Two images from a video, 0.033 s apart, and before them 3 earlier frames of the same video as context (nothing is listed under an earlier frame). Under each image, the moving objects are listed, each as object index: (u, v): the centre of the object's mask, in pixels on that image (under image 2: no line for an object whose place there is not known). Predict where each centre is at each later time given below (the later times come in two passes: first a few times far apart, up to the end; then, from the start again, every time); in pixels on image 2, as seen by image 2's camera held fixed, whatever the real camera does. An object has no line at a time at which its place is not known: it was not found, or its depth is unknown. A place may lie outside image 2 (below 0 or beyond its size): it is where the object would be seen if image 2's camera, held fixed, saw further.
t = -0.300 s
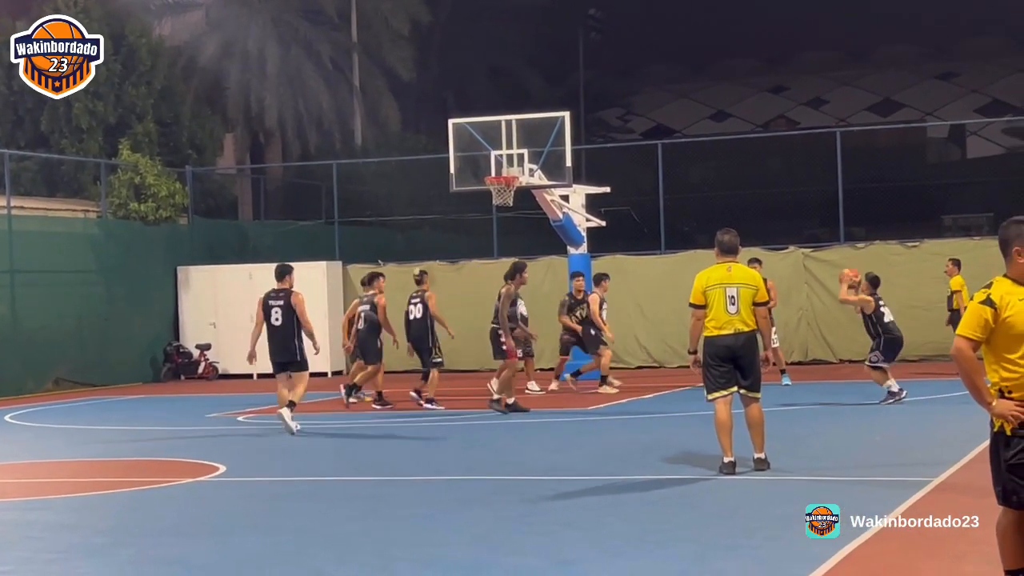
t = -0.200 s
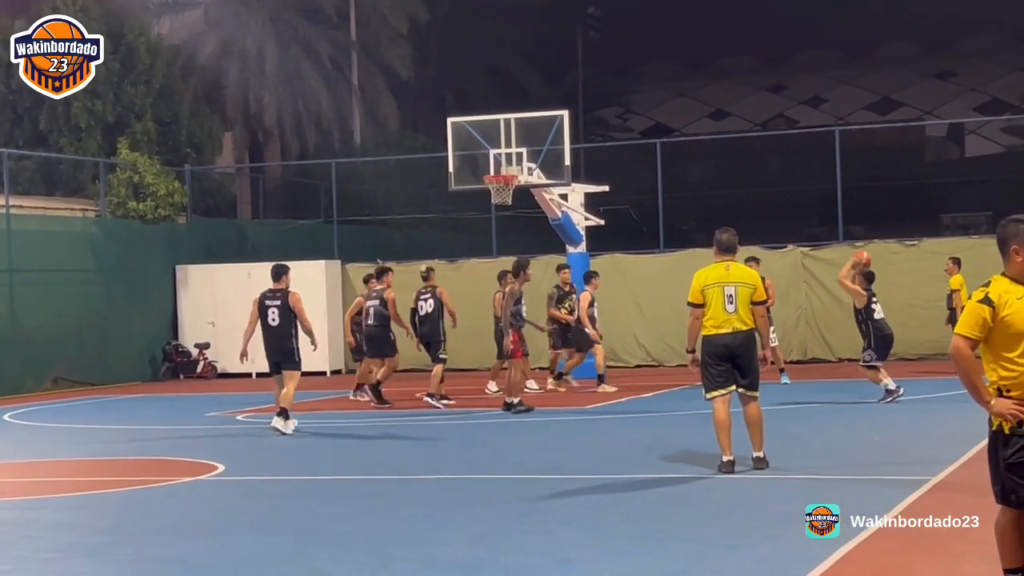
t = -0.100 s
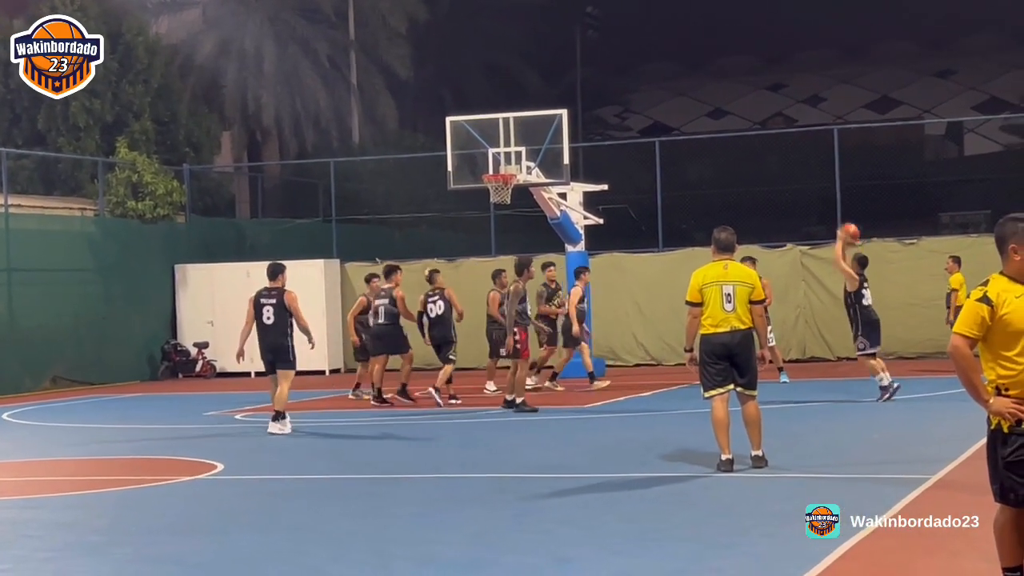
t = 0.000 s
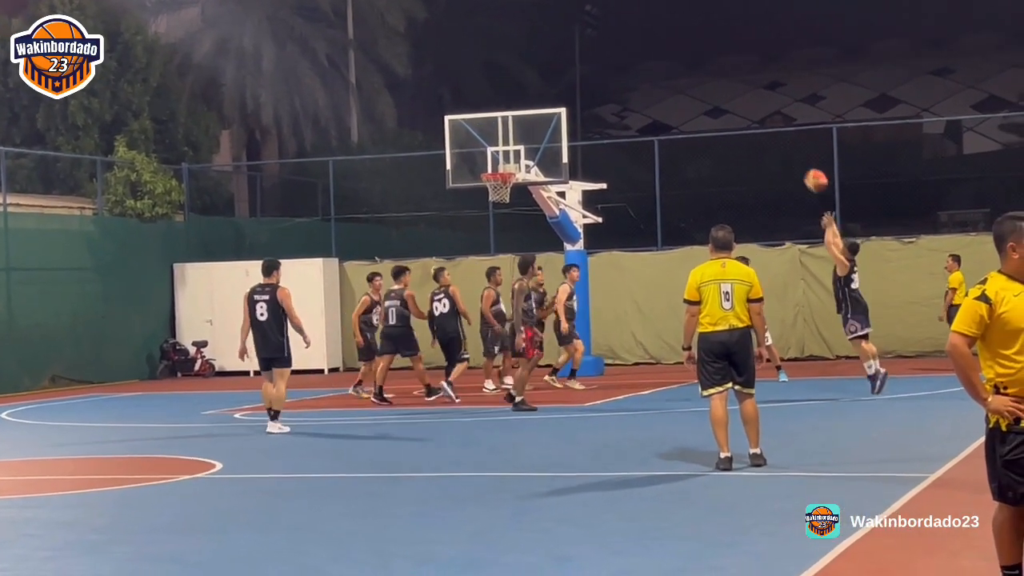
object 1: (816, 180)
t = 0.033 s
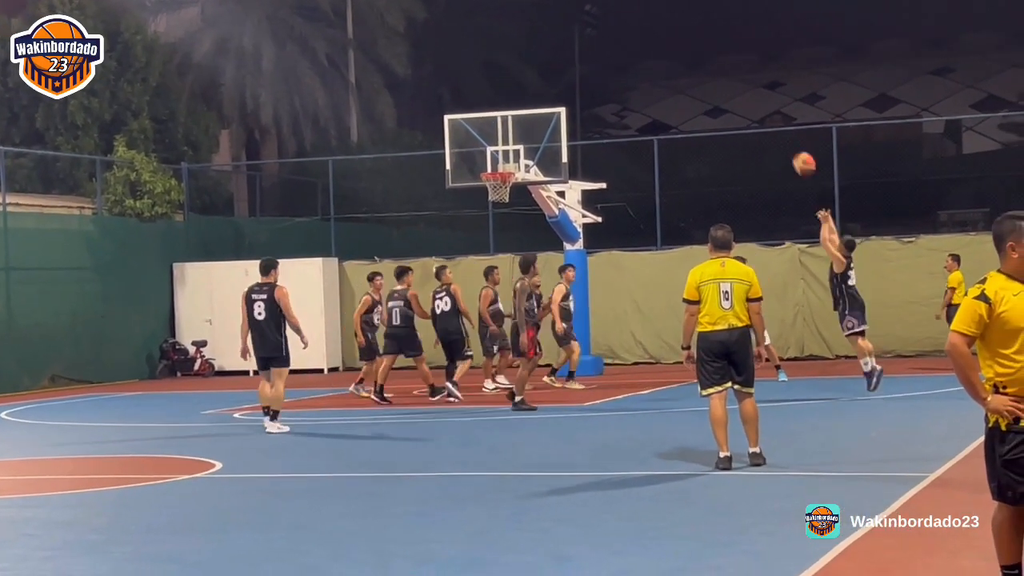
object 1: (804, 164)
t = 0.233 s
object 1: (745, 94)
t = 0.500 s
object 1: (667, 46)
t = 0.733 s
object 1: (608, 52)
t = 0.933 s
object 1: (562, 88)
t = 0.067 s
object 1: (798, 156)
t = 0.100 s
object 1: (787, 141)
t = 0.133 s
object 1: (776, 128)
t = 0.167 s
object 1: (765, 114)
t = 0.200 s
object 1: (755, 103)
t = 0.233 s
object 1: (745, 94)
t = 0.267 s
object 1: (734, 84)
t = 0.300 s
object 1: (724, 76)
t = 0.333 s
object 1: (714, 69)
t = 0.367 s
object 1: (704, 62)
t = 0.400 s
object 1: (695, 57)
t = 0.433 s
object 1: (685, 53)
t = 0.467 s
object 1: (676, 49)
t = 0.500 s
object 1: (667, 46)
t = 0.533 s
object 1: (658, 44)
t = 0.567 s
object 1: (649, 43)
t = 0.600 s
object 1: (641, 43)
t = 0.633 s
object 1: (632, 44)
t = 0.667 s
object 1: (624, 46)
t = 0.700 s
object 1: (616, 48)
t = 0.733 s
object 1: (608, 52)
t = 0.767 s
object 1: (600, 56)
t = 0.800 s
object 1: (593, 61)
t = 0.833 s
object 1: (585, 66)
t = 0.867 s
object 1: (577, 73)
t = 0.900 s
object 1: (570, 80)
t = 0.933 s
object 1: (562, 88)
